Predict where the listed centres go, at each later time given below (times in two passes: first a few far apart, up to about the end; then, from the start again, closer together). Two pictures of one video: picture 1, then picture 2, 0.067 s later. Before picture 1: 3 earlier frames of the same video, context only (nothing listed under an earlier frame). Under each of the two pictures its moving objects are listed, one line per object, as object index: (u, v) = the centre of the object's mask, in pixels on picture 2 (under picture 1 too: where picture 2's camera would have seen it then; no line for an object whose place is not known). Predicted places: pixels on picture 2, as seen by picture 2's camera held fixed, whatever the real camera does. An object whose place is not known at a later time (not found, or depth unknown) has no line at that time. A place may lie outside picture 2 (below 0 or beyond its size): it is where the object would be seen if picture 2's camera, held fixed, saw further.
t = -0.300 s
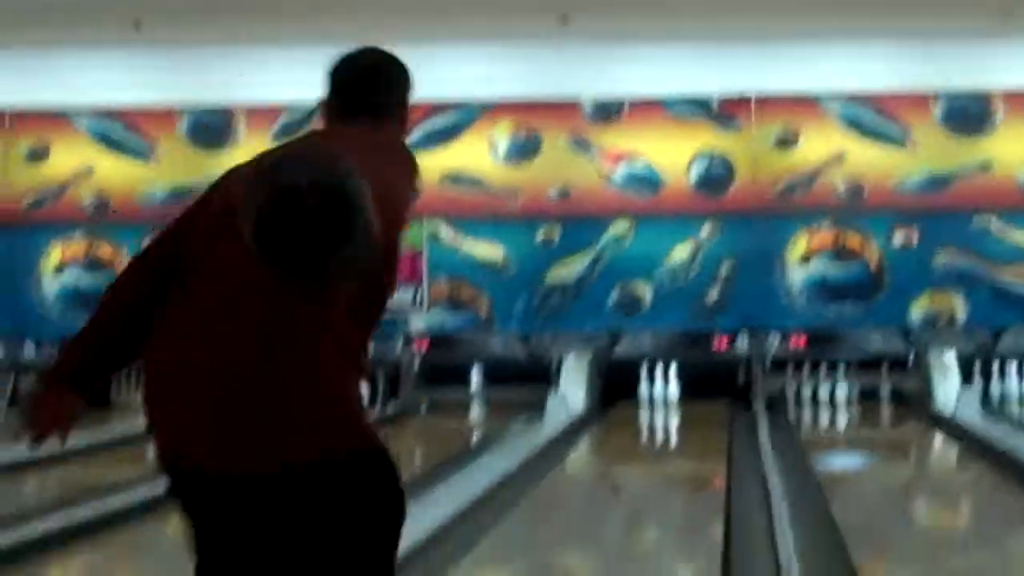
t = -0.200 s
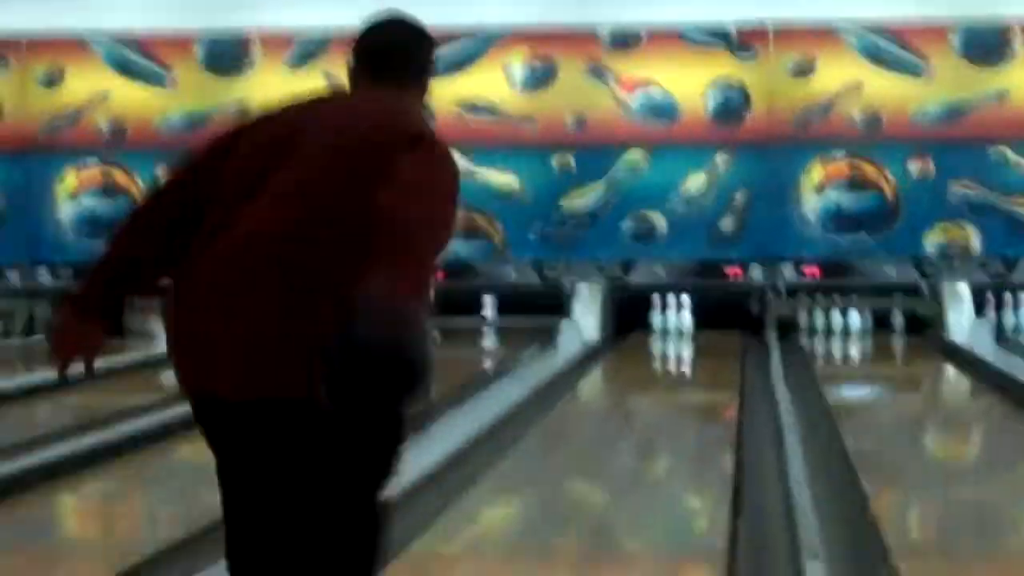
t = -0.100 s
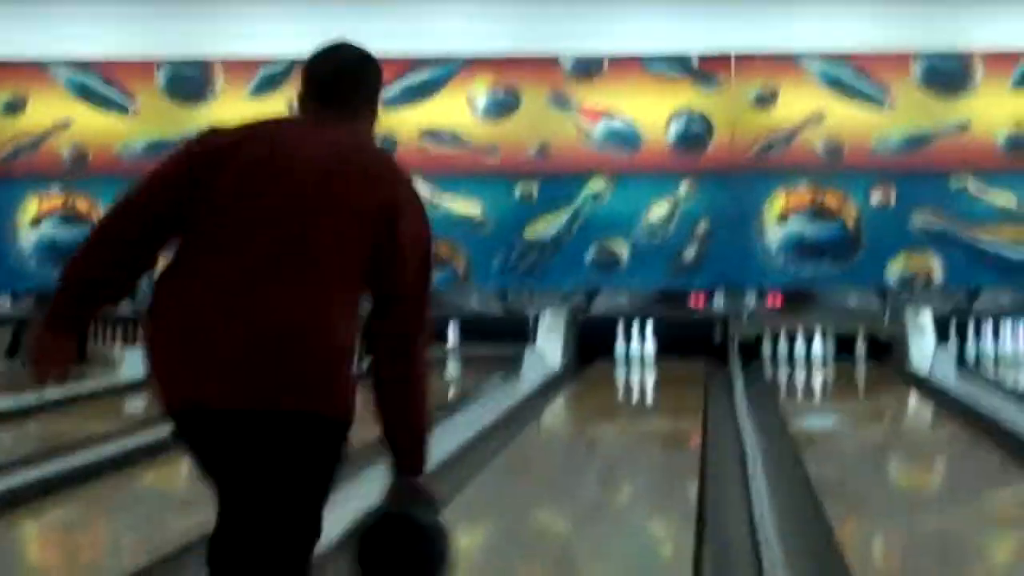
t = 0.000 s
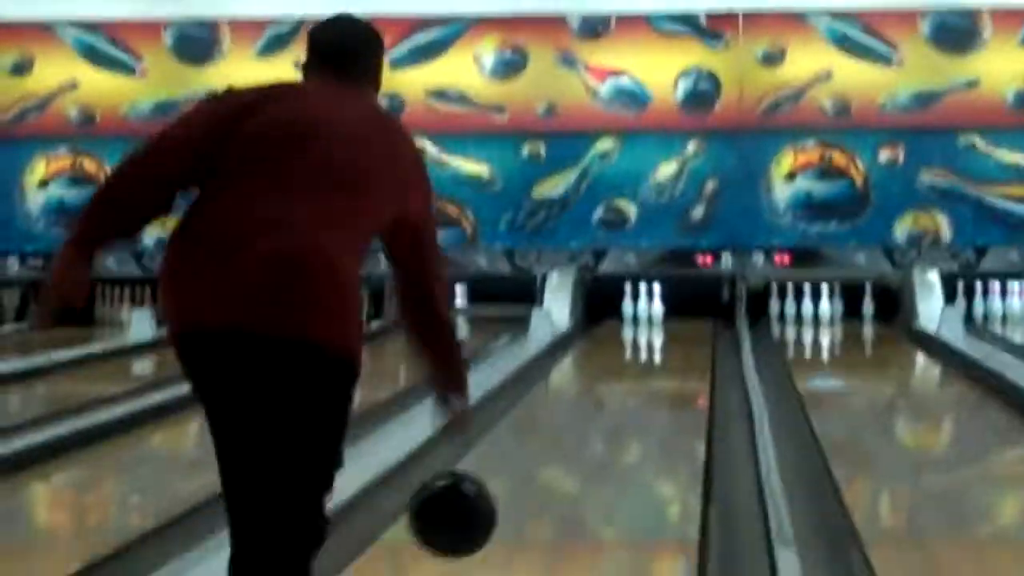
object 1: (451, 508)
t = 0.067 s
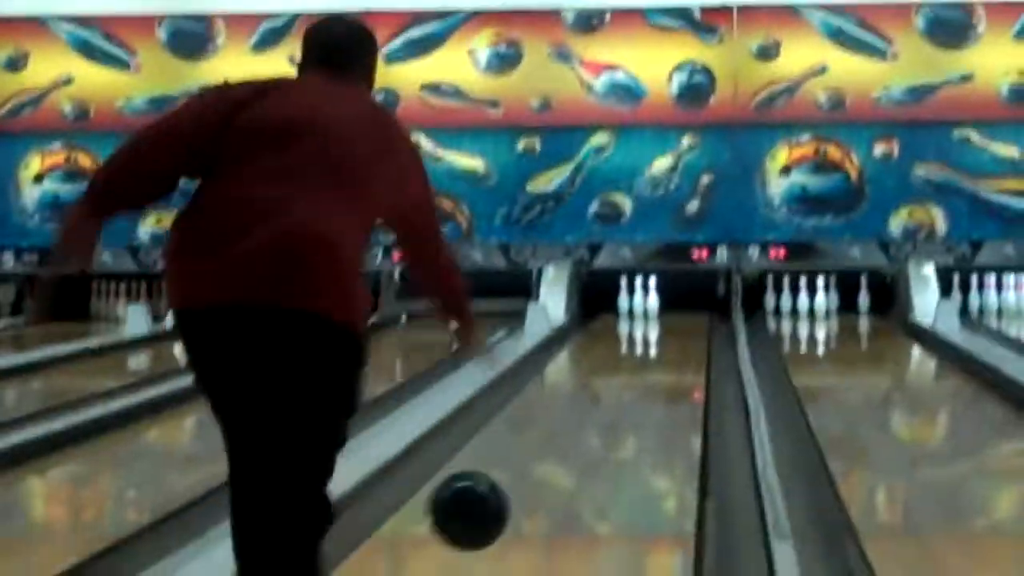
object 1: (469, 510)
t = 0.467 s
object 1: (537, 447)
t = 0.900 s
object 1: (571, 381)
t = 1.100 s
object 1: (582, 360)
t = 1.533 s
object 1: (597, 333)
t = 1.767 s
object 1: (603, 320)
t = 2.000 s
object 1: (606, 311)
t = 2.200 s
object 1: (607, 305)
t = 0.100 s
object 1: (478, 517)
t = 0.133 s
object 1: (484, 528)
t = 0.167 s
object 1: (492, 531)
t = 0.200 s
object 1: (499, 517)
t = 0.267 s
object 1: (511, 496)
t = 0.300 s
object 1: (516, 489)
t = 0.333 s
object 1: (520, 482)
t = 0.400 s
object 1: (529, 464)
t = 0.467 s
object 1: (537, 447)
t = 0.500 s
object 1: (541, 441)
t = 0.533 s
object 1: (544, 433)
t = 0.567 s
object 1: (547, 430)
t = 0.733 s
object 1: (561, 402)
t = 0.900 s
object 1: (571, 381)
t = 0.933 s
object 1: (574, 376)
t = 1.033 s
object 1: (579, 366)
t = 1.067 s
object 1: (581, 362)
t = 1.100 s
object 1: (582, 360)
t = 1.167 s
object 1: (584, 355)
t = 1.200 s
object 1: (587, 352)
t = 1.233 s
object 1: (588, 350)
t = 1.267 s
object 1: (590, 347)
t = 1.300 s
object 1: (590, 345)
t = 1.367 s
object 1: (592, 342)
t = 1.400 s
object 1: (593, 340)
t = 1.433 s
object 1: (594, 339)
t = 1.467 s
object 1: (595, 336)
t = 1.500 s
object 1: (595, 335)
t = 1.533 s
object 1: (597, 333)
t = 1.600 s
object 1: (601, 326)
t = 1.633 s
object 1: (601, 325)
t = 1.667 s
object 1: (601, 325)
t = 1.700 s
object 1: (601, 324)
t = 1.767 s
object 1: (603, 320)
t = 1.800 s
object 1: (604, 319)
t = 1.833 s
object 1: (605, 317)
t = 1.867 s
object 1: (605, 316)
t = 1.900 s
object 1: (606, 313)
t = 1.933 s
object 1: (606, 312)
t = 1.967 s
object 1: (605, 313)
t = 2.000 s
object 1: (606, 311)
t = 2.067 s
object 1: (608, 307)
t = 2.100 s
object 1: (608, 307)
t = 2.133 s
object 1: (609, 306)
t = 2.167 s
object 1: (610, 304)
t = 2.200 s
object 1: (607, 305)
